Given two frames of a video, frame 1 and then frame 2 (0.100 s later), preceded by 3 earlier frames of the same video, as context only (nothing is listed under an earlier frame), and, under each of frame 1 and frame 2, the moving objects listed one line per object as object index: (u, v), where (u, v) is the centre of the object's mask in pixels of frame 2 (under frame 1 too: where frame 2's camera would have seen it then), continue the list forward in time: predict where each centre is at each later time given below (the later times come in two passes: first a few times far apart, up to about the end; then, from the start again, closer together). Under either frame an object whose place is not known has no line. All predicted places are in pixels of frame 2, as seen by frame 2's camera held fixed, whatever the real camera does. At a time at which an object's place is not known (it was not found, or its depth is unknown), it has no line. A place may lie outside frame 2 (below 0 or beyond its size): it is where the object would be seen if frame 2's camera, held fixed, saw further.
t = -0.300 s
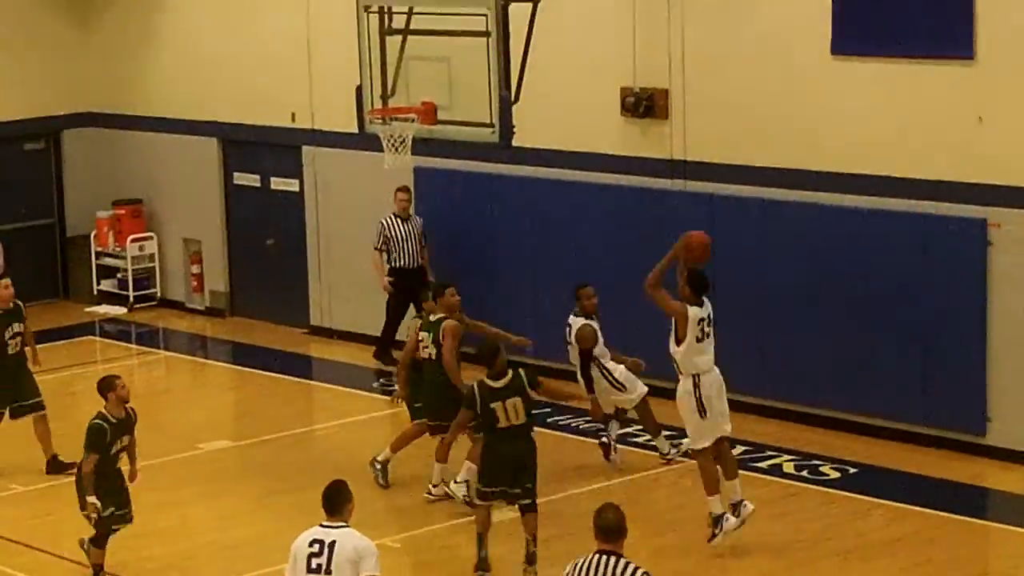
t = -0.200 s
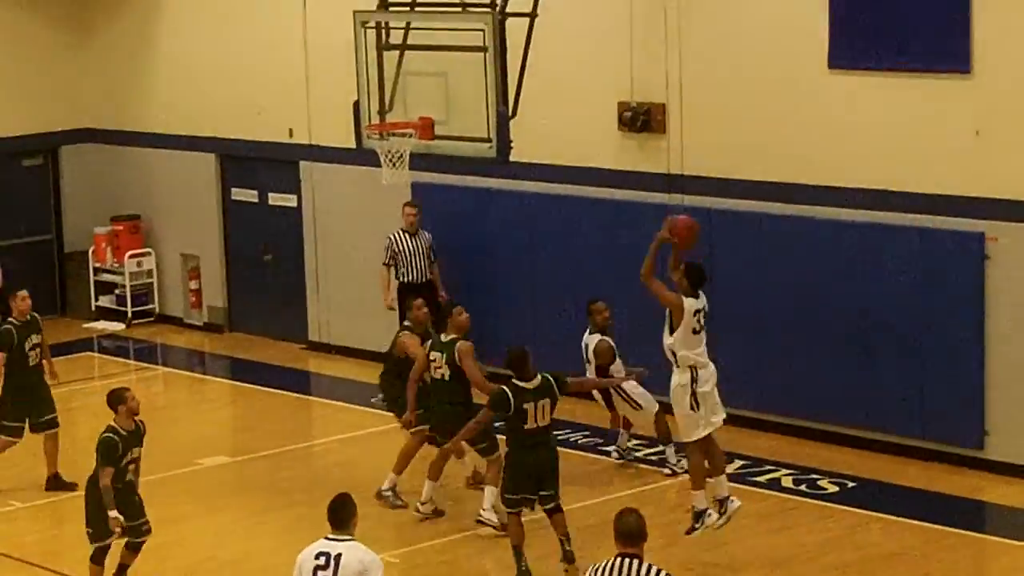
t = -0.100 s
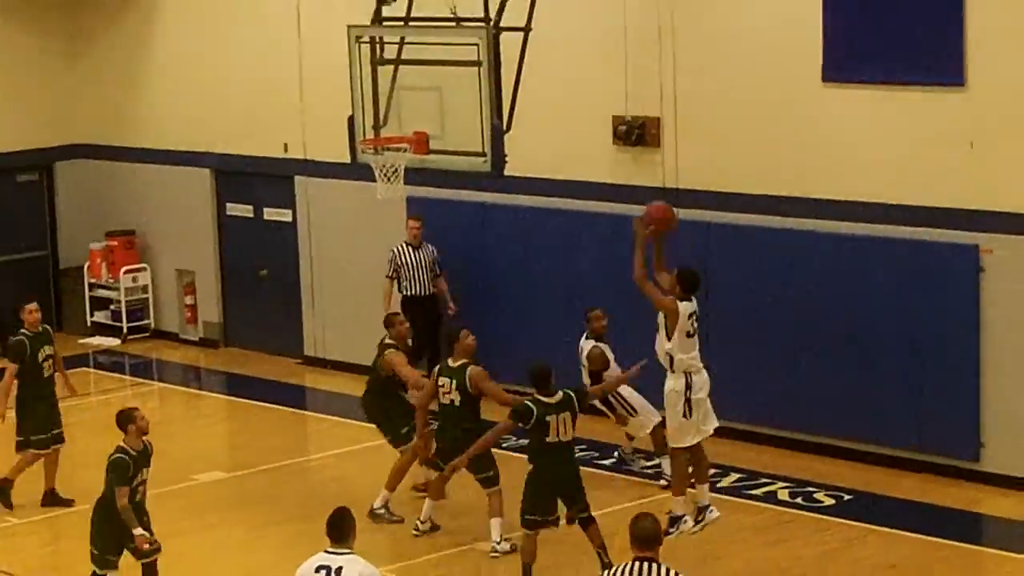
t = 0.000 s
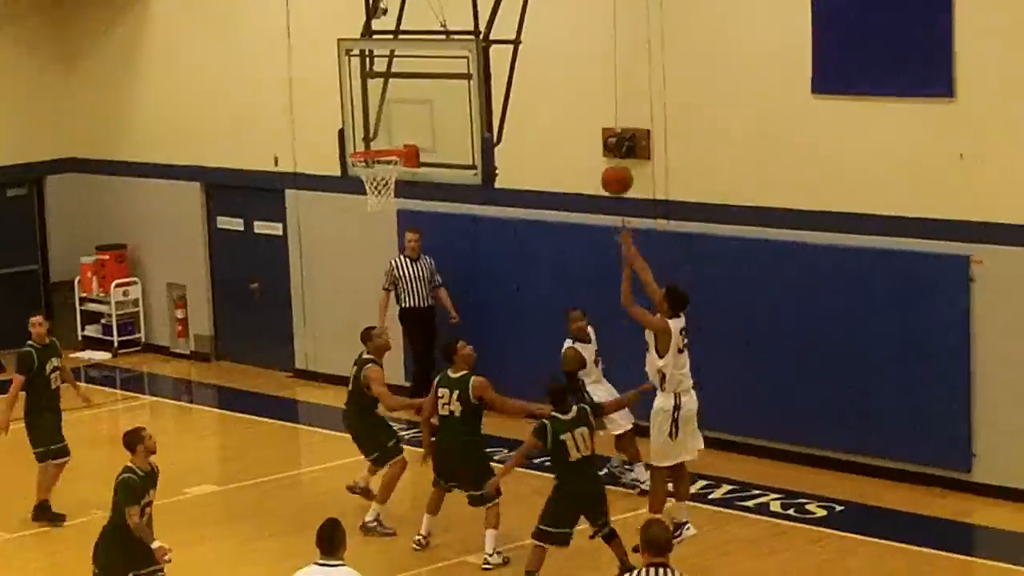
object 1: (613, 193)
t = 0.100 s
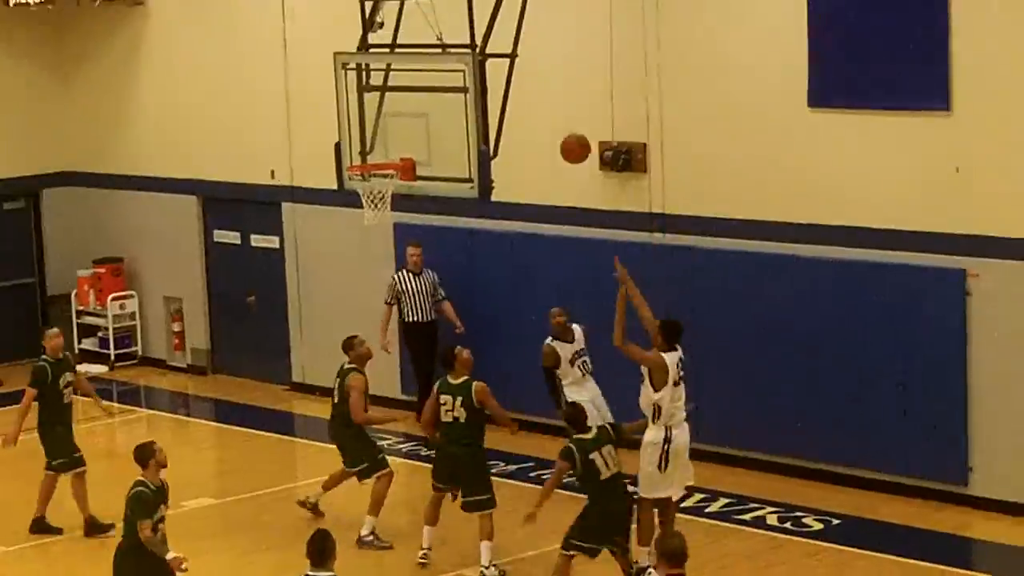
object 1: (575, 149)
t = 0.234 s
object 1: (528, 110)
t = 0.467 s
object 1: (452, 99)
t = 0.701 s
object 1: (388, 150)
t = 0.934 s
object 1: (353, 184)
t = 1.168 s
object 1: (377, 203)
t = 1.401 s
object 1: (393, 259)
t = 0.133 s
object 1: (563, 137)
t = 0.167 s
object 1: (551, 126)
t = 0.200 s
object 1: (539, 118)
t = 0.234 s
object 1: (528, 110)
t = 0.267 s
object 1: (516, 105)
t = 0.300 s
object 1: (505, 100)
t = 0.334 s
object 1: (494, 97)
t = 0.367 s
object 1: (483, 96)
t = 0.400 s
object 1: (473, 95)
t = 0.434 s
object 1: (463, 97)
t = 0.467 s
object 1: (452, 99)
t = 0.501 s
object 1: (443, 102)
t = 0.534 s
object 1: (433, 107)
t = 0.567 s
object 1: (424, 114)
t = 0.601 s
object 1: (415, 121)
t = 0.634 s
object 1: (405, 130)
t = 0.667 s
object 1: (397, 139)
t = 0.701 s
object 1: (388, 150)
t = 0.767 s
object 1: (372, 172)
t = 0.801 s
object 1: (361, 183)
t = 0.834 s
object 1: (355, 187)
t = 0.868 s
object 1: (352, 184)
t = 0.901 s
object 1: (351, 181)
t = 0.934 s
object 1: (353, 184)
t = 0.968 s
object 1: (354, 183)
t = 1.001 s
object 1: (357, 183)
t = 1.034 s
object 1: (362, 186)
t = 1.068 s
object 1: (366, 187)
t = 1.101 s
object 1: (370, 192)
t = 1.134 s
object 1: (374, 195)
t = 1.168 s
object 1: (377, 203)
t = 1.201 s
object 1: (380, 207)
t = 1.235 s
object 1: (384, 224)
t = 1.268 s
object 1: (387, 227)
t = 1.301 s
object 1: (387, 230)
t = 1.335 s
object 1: (390, 238)
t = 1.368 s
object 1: (391, 248)
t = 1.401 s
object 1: (393, 259)
